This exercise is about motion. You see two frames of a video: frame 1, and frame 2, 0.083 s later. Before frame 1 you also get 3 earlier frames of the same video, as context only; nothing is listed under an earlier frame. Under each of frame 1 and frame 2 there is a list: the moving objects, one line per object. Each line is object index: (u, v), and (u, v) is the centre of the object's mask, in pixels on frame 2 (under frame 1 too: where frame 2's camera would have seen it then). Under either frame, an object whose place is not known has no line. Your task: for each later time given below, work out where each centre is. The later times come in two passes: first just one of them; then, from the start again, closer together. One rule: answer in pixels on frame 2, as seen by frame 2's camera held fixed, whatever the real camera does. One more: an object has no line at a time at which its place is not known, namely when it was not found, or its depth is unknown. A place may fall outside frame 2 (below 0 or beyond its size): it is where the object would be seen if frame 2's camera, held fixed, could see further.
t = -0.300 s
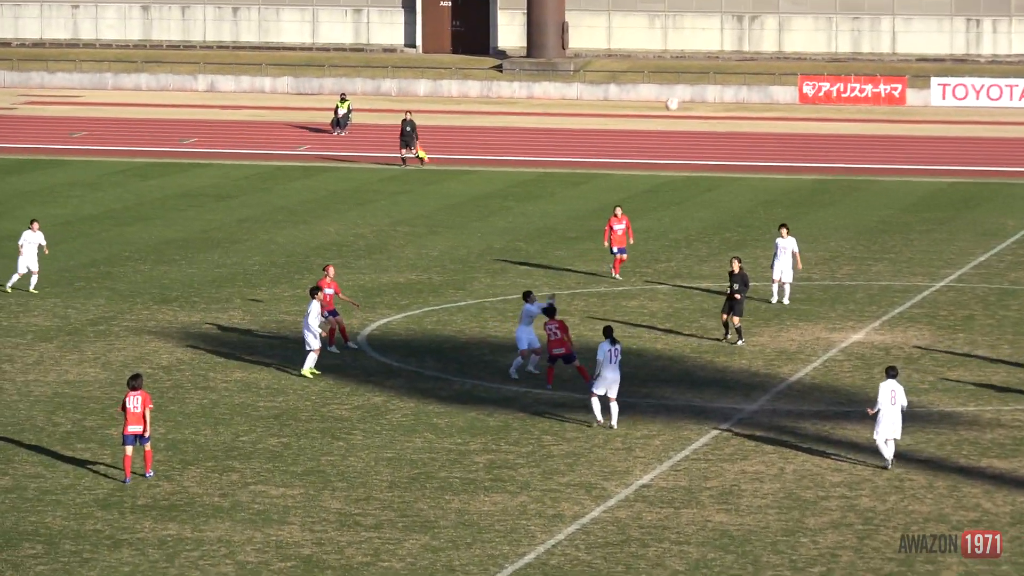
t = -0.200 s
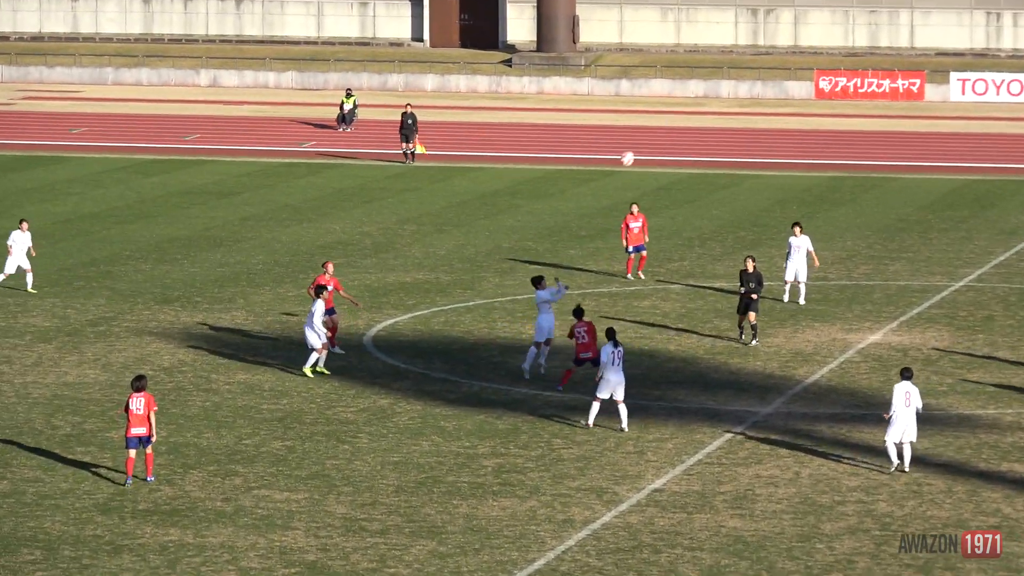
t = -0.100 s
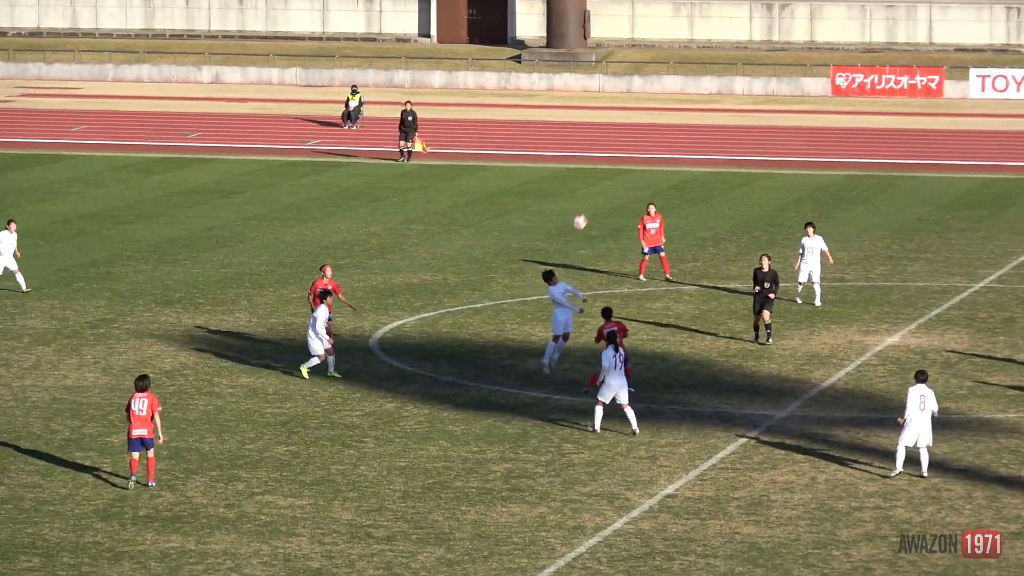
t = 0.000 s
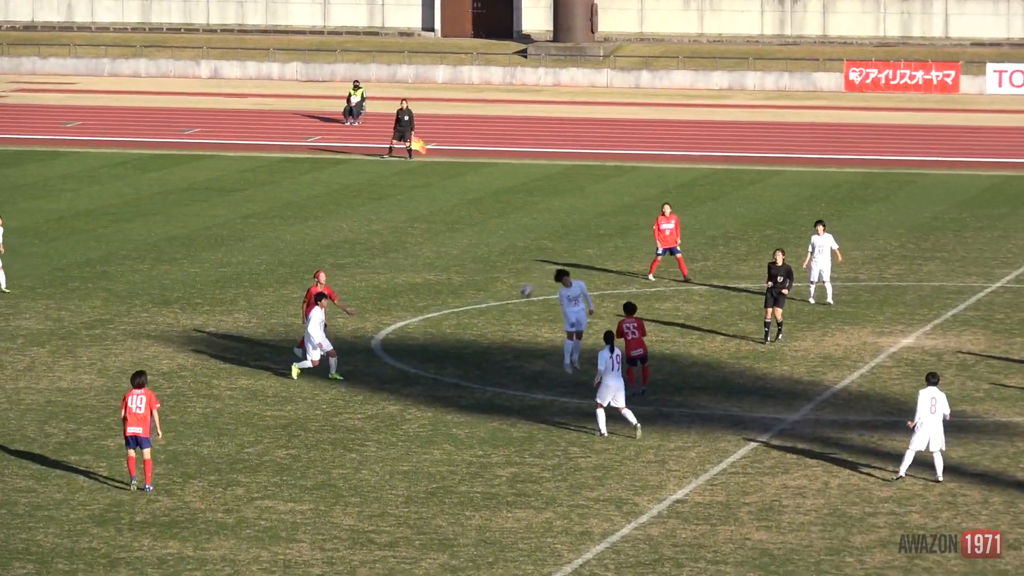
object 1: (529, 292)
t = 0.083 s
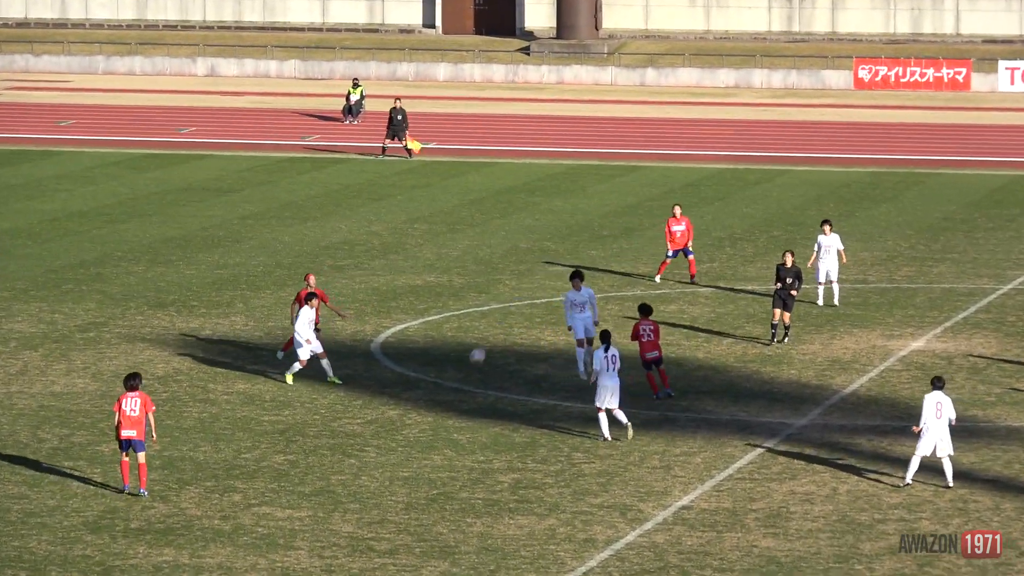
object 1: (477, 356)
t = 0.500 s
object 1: (352, 208)
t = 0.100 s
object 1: (468, 368)
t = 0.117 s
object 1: (457, 382)
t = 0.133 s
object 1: (451, 380)
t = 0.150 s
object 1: (446, 371)
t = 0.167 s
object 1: (442, 362)
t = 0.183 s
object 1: (437, 353)
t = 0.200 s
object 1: (433, 343)
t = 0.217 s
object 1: (428, 335)
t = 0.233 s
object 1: (423, 326)
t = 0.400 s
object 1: (377, 248)
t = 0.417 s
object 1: (373, 242)
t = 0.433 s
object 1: (369, 236)
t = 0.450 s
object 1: (365, 228)
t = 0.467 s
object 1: (360, 222)
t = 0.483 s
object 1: (356, 214)
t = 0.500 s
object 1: (352, 208)
